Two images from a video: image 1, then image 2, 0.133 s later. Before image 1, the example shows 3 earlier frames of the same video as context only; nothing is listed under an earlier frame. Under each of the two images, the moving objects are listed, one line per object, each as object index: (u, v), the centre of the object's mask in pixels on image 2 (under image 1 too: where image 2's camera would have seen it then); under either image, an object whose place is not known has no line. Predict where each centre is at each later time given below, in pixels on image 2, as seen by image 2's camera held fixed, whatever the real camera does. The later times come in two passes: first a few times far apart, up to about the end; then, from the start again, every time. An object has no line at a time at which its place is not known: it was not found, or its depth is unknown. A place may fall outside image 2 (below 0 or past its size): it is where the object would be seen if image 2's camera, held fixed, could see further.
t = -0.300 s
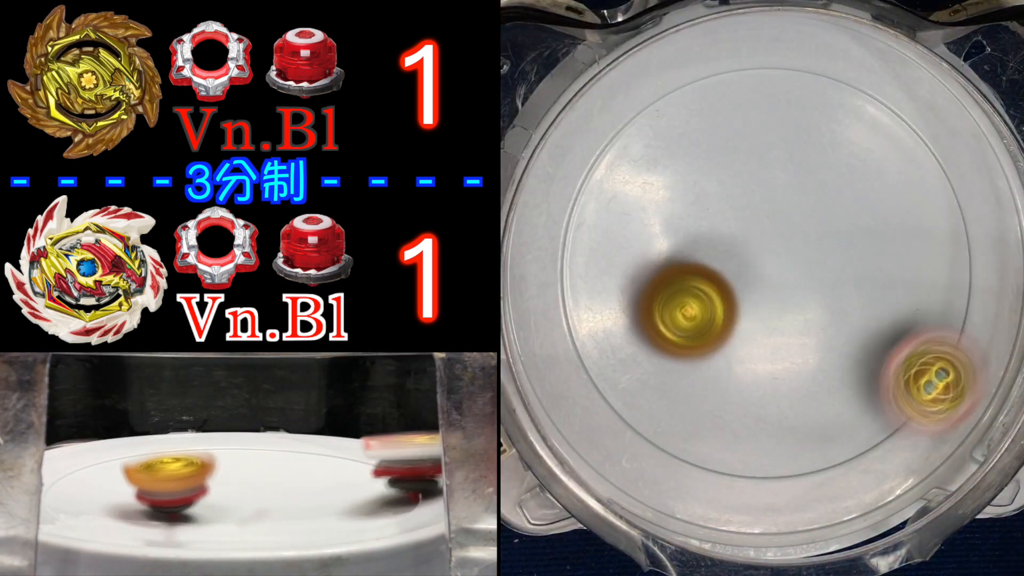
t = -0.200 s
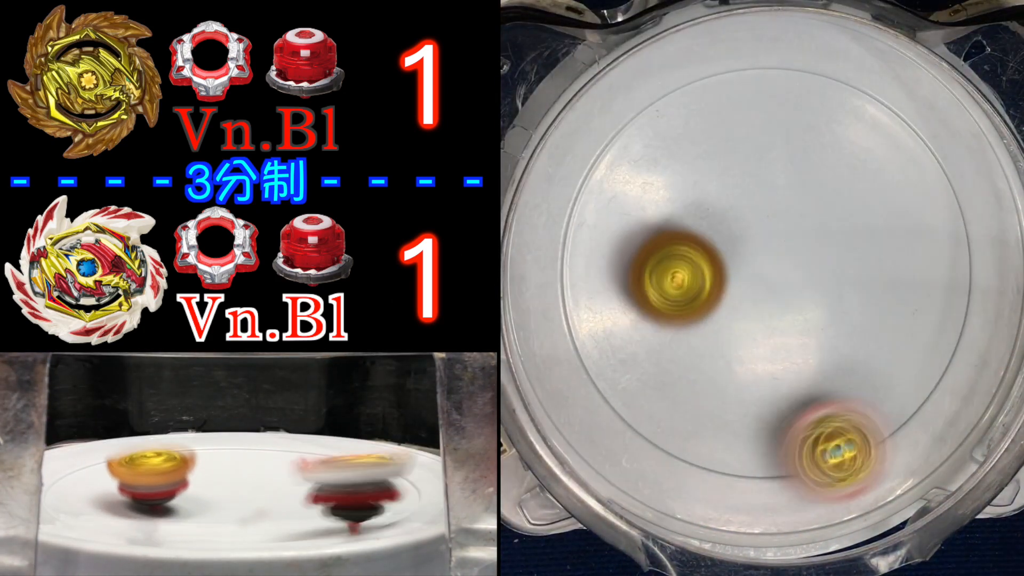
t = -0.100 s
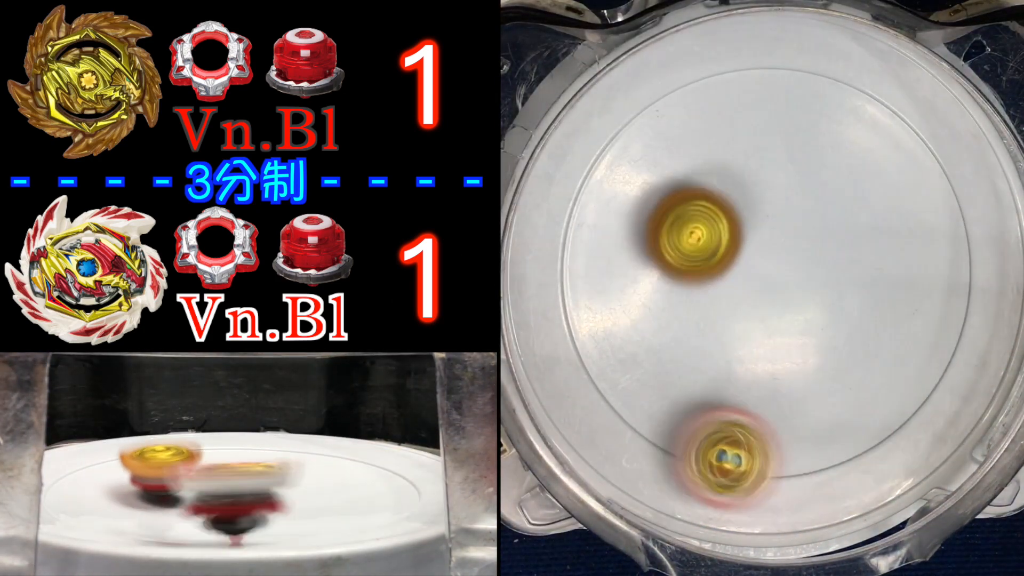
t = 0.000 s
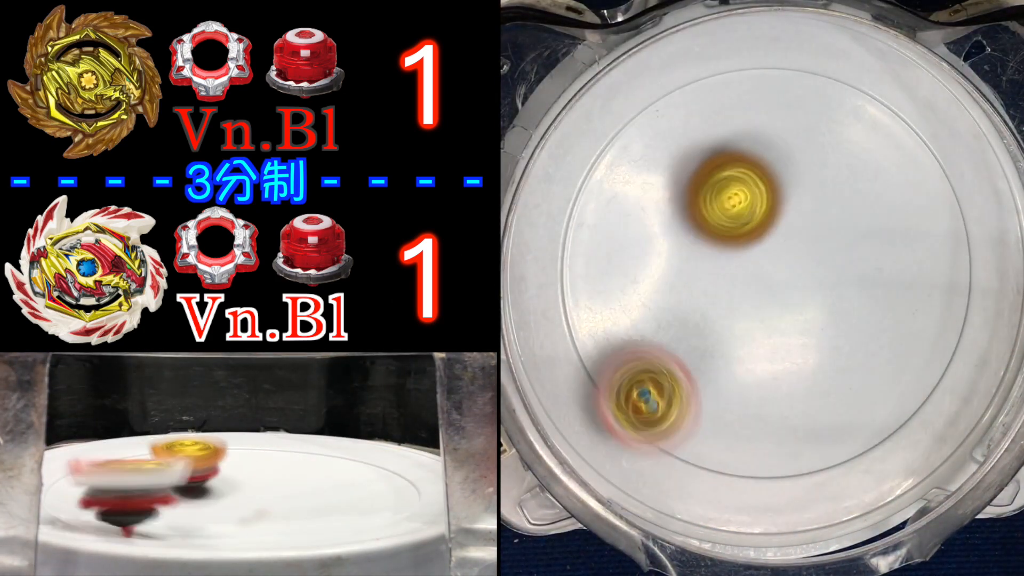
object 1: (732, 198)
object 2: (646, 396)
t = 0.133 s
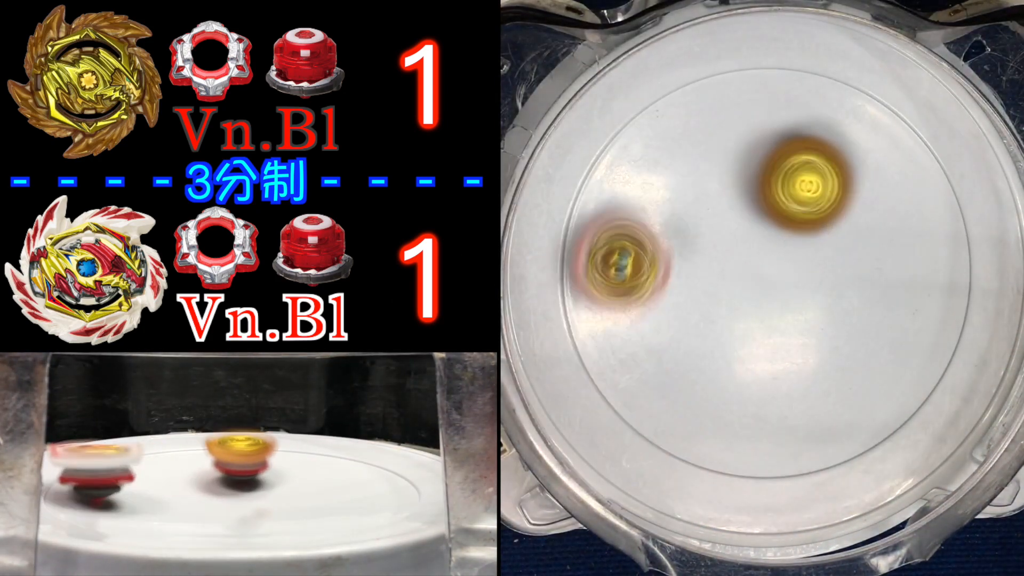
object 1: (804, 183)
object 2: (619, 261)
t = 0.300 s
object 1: (853, 239)
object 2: (727, 124)
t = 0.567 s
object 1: (768, 362)
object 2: (941, 180)
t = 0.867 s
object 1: (655, 270)
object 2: (806, 394)
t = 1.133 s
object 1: (784, 179)
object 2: (625, 286)
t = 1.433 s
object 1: (884, 324)
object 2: (748, 142)
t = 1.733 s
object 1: (702, 400)
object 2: (861, 276)
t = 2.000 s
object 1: (658, 207)
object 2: (749, 385)
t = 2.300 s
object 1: (894, 166)
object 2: (678, 276)
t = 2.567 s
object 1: (904, 388)
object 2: (778, 224)
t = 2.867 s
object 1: (615, 356)
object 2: (843, 293)
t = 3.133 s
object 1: (669, 99)
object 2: (776, 316)
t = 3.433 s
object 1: (918, 176)
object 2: (741, 261)
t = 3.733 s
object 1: (818, 428)
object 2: (783, 233)
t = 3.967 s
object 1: (627, 370)
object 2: (794, 267)
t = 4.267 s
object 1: (705, 152)
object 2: (761, 300)
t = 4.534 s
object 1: (895, 224)
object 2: (732, 288)
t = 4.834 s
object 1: (826, 403)
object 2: (763, 284)
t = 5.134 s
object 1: (664, 333)
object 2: (791, 273)
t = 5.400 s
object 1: (705, 205)
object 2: (819, 265)
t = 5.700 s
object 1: (753, 191)
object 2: (857, 296)
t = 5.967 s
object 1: (762, 214)
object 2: (833, 302)
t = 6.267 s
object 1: (719, 252)
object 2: (819, 318)
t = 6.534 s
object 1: (677, 274)
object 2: (795, 297)
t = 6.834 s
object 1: (678, 279)
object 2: (818, 263)
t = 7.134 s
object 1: (715, 323)
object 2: (856, 216)
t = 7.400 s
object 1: (738, 349)
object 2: (856, 209)
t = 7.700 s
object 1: (797, 345)
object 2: (749, 215)
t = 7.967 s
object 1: (826, 339)
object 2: (684, 226)
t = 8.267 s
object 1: (812, 266)
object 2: (702, 306)
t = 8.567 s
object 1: (773, 213)
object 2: (782, 344)
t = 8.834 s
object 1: (736, 225)
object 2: (836, 302)
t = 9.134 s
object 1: (724, 283)
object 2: (819, 229)
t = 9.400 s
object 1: (755, 324)
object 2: (755, 213)
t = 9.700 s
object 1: (808, 319)
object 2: (709, 272)
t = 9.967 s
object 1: (826, 264)
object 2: (729, 330)
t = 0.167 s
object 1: (820, 189)
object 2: (630, 227)
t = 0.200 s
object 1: (833, 197)
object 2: (649, 195)
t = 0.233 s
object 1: (843, 209)
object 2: (672, 167)
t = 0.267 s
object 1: (850, 223)
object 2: (699, 143)
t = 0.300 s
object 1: (853, 239)
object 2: (727, 124)
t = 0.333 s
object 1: (853, 257)
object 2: (759, 112)
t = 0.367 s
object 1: (850, 275)
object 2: (792, 104)
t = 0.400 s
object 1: (843, 294)
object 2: (825, 102)
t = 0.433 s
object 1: (833, 312)
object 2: (856, 106)
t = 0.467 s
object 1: (820, 329)
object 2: (885, 115)
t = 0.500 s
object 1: (805, 343)
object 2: (911, 130)
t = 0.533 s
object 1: (787, 354)
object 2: (930, 153)
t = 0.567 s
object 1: (768, 362)
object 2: (941, 180)
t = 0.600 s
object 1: (748, 366)
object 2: (946, 211)
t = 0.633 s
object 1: (729, 365)
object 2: (946, 242)
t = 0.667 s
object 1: (711, 361)
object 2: (940, 273)
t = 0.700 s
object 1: (695, 353)
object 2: (928, 304)
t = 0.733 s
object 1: (680, 341)
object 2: (911, 332)
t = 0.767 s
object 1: (668, 326)
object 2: (890, 355)
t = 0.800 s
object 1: (660, 309)
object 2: (865, 373)
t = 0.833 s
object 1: (655, 289)
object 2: (835, 387)
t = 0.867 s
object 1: (655, 270)
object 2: (806, 394)
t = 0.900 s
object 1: (659, 249)
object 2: (776, 396)
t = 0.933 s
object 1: (668, 231)
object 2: (746, 394)
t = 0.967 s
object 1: (681, 214)
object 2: (717, 384)
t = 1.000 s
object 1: (698, 200)
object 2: (691, 371)
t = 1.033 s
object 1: (717, 189)
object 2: (667, 353)
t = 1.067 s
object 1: (738, 182)
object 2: (648, 333)
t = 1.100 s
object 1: (761, 179)
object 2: (634, 310)
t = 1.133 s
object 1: (784, 179)
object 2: (625, 286)
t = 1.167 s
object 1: (806, 184)
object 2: (620, 261)
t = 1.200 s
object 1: (825, 192)
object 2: (622, 237)
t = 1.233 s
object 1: (845, 204)
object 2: (630, 214)
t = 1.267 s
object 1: (860, 218)
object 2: (642, 193)
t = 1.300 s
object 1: (872, 235)
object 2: (659, 176)
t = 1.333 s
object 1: (881, 255)
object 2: (679, 160)
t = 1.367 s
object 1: (886, 277)
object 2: (701, 150)
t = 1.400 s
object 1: (887, 301)
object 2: (724, 144)
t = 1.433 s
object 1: (884, 324)
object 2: (748, 142)
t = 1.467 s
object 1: (876, 347)
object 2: (771, 144)
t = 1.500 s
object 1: (863, 367)
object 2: (793, 151)
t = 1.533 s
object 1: (846, 386)
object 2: (815, 162)
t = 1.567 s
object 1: (826, 400)
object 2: (833, 177)
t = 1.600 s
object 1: (804, 411)
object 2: (847, 195)
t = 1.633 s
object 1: (778, 416)
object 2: (856, 214)
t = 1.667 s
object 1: (753, 416)
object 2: (861, 234)
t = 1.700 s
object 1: (726, 411)
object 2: (863, 255)
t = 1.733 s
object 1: (702, 400)
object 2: (861, 276)
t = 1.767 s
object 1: (680, 385)
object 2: (856, 298)
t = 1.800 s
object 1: (662, 365)
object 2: (847, 319)
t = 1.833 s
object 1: (648, 341)
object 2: (835, 338)
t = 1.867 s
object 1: (639, 315)
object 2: (820, 354)
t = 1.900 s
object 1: (635, 288)
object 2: (804, 366)
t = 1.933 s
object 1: (637, 259)
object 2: (786, 376)
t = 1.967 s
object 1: (645, 232)
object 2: (767, 382)
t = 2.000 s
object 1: (658, 207)
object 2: (749, 385)
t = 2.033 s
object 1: (677, 185)
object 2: (730, 384)
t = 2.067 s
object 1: (699, 165)
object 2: (713, 378)
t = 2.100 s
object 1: (724, 150)
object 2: (698, 369)
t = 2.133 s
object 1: (751, 139)
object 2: (687, 357)
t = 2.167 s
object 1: (781, 134)
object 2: (678, 343)
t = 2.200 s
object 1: (811, 134)
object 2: (673, 326)
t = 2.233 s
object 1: (841, 140)
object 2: (672, 309)
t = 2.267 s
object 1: (870, 149)
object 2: (673, 292)
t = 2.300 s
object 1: (894, 166)
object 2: (678, 276)
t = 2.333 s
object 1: (916, 186)
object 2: (687, 262)
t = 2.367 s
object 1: (932, 211)
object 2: (697, 249)
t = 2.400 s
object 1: (943, 239)
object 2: (709, 239)
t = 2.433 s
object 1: (949, 269)
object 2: (722, 232)
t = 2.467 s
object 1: (948, 301)
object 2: (736, 226)
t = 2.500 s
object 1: (940, 332)
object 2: (751, 223)
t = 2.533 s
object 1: (925, 361)
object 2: (764, 223)
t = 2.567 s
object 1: (904, 388)
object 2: (778, 224)
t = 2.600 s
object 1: (878, 411)
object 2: (791, 228)
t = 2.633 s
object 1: (847, 428)
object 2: (804, 233)
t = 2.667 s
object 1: (811, 438)
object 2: (814, 239)
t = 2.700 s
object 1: (774, 441)
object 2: (824, 248)
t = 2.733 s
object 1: (736, 438)
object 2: (832, 256)
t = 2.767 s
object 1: (700, 427)
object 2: (838, 265)
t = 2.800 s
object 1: (668, 409)
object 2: (842, 275)
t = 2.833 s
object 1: (639, 384)
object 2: (843, 284)
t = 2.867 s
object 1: (615, 356)
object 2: (843, 293)
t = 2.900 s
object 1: (598, 321)
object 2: (840, 301)
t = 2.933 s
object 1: (589, 284)
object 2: (835, 307)
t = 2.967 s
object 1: (586, 248)
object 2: (828, 312)
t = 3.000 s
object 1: (591, 212)
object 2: (819, 316)
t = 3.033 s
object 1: (602, 178)
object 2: (810, 319)
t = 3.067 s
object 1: (620, 147)
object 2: (798, 319)
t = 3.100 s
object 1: (641, 121)
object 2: (788, 318)
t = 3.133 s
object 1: (669, 99)
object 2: (776, 316)
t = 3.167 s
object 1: (699, 84)
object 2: (766, 313)
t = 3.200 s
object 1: (729, 76)
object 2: (758, 309)
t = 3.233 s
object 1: (760, 74)
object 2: (750, 303)
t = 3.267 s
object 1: (792, 78)
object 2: (745, 297)
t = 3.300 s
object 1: (822, 87)
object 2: (741, 290)
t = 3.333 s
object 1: (850, 102)
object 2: (739, 284)
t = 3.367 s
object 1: (876, 123)
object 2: (738, 276)
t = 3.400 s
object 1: (900, 147)
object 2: (739, 269)
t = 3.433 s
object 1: (918, 176)
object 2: (741, 261)
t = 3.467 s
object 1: (929, 208)
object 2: (744, 254)
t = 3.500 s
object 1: (934, 240)
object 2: (748, 248)
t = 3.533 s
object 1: (934, 275)
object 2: (753, 242)
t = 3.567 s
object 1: (927, 309)
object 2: (758, 237)
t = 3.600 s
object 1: (915, 341)
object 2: (763, 234)
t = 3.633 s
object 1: (896, 369)
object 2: (769, 232)
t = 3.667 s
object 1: (873, 394)
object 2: (774, 231)
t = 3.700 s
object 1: (846, 415)
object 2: (779, 231)
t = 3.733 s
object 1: (818, 428)
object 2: (783, 233)
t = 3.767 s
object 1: (788, 437)
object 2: (786, 236)
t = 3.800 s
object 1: (755, 439)
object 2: (790, 240)
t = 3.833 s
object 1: (723, 436)
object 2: (793, 245)
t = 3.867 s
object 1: (695, 428)
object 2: (794, 250)
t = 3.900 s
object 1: (669, 413)
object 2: (795, 256)
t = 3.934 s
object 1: (645, 394)
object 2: (795, 261)
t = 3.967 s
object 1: (627, 370)
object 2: (794, 267)
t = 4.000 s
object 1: (614, 344)
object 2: (793, 273)
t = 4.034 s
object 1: (606, 314)
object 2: (791, 278)
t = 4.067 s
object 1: (603, 284)
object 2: (788, 282)
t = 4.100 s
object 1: (607, 255)
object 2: (785, 286)
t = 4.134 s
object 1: (617, 228)
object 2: (781, 289)
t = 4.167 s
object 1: (634, 203)
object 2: (777, 292)
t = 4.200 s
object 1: (654, 182)
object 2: (772, 295)
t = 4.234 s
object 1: (678, 165)
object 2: (767, 298)
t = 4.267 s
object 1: (705, 152)
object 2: (761, 300)
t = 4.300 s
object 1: (732, 145)
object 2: (755, 301)
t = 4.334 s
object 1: (761, 143)
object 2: (750, 301)
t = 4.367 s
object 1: (789, 145)
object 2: (745, 300)
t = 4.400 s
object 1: (816, 153)
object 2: (740, 298)
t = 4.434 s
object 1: (841, 166)
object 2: (736, 296)
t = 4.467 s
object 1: (863, 183)
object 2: (733, 294)
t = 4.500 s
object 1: (881, 201)
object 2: (732, 291)
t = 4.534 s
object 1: (895, 224)
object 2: (732, 288)
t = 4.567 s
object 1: (905, 247)
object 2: (733, 285)
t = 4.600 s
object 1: (910, 272)
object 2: (735, 282)
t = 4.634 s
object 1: (910, 297)
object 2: (738, 280)
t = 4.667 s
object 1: (906, 321)
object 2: (741, 279)
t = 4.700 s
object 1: (897, 344)
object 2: (746, 278)
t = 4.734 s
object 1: (883, 363)
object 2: (750, 278)
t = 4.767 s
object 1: (867, 381)
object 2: (754, 279)
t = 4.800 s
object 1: (848, 394)
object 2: (759, 281)
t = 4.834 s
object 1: (826, 403)
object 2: (763, 284)
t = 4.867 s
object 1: (804, 407)
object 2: (766, 288)
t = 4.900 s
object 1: (781, 406)
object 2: (770, 291)
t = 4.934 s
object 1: (757, 401)
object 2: (773, 294)
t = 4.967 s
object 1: (736, 393)
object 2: (775, 296)
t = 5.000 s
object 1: (714, 388)
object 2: (778, 291)
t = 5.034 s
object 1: (698, 379)
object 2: (782, 286)
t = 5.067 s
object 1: (683, 367)
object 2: (785, 281)
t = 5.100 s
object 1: (672, 351)
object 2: (788, 277)
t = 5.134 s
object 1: (664, 333)
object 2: (791, 273)
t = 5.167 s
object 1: (661, 315)
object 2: (793, 270)
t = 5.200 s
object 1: (662, 295)
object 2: (795, 267)
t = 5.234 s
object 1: (665, 276)
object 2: (797, 264)
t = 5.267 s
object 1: (672, 258)
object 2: (798, 263)
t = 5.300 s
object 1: (682, 241)
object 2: (799, 261)
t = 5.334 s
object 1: (695, 228)
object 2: (800, 261)
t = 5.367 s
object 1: (706, 216)
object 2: (801, 260)
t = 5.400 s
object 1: (705, 205)
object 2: (819, 265)
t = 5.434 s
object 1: (707, 197)
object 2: (834, 269)
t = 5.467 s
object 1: (712, 192)
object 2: (845, 273)
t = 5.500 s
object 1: (717, 188)
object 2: (854, 278)
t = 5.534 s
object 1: (723, 185)
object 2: (859, 282)
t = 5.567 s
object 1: (730, 184)
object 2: (863, 287)
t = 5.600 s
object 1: (737, 184)
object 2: (864, 290)
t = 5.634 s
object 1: (743, 185)
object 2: (863, 293)
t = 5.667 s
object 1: (748, 188)
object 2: (860, 295)
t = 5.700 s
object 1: (753, 191)
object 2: (857, 296)
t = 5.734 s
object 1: (757, 194)
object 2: (852, 297)
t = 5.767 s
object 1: (761, 199)
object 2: (847, 296)
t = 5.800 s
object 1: (765, 204)
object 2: (841, 295)
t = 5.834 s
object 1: (769, 209)
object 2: (835, 294)
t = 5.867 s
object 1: (767, 211)
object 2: (834, 296)
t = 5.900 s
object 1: (766, 213)
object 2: (833, 298)
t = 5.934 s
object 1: (766, 215)
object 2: (831, 298)
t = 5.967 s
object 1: (762, 214)
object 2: (833, 302)
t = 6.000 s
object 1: (759, 215)
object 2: (835, 307)
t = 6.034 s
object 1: (757, 218)
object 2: (834, 310)
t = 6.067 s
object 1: (755, 222)
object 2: (833, 312)
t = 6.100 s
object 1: (752, 226)
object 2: (830, 314)
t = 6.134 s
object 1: (748, 233)
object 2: (826, 314)
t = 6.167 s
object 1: (745, 240)
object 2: (821, 314)
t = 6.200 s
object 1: (739, 246)
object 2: (818, 314)
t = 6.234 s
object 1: (729, 249)
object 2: (819, 317)
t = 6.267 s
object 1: (719, 252)
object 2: (819, 318)
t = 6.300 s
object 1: (711, 255)
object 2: (817, 317)
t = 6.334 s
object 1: (703, 258)
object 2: (815, 316)
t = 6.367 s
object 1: (696, 262)
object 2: (812, 314)
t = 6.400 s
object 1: (690, 266)
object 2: (809, 312)
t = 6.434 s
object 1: (685, 269)
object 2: (806, 309)
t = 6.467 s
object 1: (681, 271)
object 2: (802, 305)
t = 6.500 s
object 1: (679, 273)
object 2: (798, 301)
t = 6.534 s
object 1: (677, 274)
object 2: (795, 297)
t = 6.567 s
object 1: (678, 275)
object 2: (793, 294)
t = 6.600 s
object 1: (680, 275)
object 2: (790, 290)
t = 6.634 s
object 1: (684, 275)
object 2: (788, 286)
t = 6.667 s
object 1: (684, 275)
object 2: (789, 282)
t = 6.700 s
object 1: (678, 277)
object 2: (799, 276)
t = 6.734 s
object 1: (676, 278)
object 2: (808, 270)
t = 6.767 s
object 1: (674, 279)
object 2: (813, 267)
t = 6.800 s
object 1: (676, 279)
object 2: (816, 265)
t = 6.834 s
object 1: (678, 279)
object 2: (818, 263)
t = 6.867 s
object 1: (683, 280)
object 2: (820, 260)
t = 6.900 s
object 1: (688, 280)
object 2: (821, 258)
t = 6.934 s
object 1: (695, 282)
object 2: (822, 256)
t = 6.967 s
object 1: (703, 284)
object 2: (822, 254)
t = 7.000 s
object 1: (711, 287)
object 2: (821, 252)
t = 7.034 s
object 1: (720, 290)
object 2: (820, 251)
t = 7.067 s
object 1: (718, 302)
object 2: (831, 238)
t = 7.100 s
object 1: (716, 313)
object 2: (845, 226)
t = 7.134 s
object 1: (715, 323)
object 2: (856, 216)
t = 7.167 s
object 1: (716, 330)
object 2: (863, 211)
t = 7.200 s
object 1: (718, 337)
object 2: (867, 208)
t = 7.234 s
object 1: (719, 342)
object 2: (869, 207)
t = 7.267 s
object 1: (722, 345)
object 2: (869, 206)
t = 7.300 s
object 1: (725, 347)
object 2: (868, 206)
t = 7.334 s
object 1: (729, 348)
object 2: (866, 207)
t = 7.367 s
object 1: (733, 349)
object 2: (862, 208)
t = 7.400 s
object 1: (738, 349)
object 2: (856, 209)
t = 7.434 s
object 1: (743, 348)
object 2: (847, 211)
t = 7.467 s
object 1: (749, 347)
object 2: (838, 213)
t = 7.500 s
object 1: (755, 345)
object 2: (828, 216)
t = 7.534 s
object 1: (761, 342)
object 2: (817, 219)
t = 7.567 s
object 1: (767, 339)
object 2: (805, 222)
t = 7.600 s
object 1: (774, 335)
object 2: (792, 225)
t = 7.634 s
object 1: (780, 332)
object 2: (779, 228)
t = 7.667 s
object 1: (789, 339)
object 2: (763, 220)
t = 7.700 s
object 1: (797, 345)
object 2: (749, 215)
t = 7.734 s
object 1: (804, 348)
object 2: (737, 212)
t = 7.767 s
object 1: (810, 350)
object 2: (725, 210)
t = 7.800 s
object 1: (814, 350)
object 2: (715, 210)
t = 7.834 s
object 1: (818, 350)
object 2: (707, 211)
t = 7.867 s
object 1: (821, 349)
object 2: (699, 213)
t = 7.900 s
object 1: (823, 347)
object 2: (693, 216)
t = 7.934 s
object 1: (825, 343)
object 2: (688, 221)
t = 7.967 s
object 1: (826, 339)
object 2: (684, 226)
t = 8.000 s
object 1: (827, 334)
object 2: (681, 233)
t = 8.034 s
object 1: (827, 328)
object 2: (680, 242)
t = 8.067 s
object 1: (827, 320)
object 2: (680, 251)
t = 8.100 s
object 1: (826, 313)
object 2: (682, 261)
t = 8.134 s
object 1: (824, 305)
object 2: (684, 270)
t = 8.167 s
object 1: (822, 296)
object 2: (687, 279)
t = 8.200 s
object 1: (819, 286)
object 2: (691, 289)
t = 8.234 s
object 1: (815, 276)
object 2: (696, 297)
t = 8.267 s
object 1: (812, 266)
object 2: (702, 306)
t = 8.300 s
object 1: (809, 258)
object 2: (708, 314)
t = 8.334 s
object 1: (806, 249)
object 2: (715, 321)
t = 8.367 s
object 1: (802, 242)
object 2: (723, 328)
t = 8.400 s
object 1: (797, 235)
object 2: (732, 333)
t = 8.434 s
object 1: (793, 229)
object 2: (742, 337)
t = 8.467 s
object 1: (788, 223)
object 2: (753, 341)
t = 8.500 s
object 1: (783, 219)
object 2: (763, 343)
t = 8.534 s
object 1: (778, 216)
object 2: (773, 345)
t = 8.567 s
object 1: (773, 213)
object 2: (782, 344)
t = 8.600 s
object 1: (768, 212)
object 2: (791, 343)
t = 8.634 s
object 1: (763, 211)
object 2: (800, 340)
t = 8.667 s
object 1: (758, 211)
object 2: (809, 336)
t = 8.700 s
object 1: (753, 213)
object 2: (816, 331)
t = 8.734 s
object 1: (748, 215)
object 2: (822, 325)
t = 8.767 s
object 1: (744, 217)
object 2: (828, 318)
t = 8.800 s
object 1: (740, 221)
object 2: (833, 310)
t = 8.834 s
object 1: (736, 225)
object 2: (836, 302)
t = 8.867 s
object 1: (733, 230)
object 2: (839, 294)
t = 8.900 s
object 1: (729, 236)
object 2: (839, 285)
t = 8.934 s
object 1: (726, 242)
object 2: (840, 275)
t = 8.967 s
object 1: (724, 249)
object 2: (839, 266)
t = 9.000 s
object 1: (723, 255)
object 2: (837, 257)
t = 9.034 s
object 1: (723, 262)
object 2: (834, 249)
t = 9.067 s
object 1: (722, 269)
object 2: (830, 242)
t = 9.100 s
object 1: (723, 276)
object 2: (824, 235)
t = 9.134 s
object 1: (724, 283)
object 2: (819, 229)
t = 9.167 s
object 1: (726, 289)
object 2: (811, 223)
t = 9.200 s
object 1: (729, 295)
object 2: (804, 219)
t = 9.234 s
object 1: (732, 302)
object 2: (796, 214)
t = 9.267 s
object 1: (736, 308)
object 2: (788, 211)
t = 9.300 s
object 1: (740, 313)
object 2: (780, 209)
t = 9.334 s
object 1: (744, 318)
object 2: (772, 209)
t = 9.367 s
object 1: (749, 321)
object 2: (764, 210)
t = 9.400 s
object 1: (755, 324)
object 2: (755, 213)
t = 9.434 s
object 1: (760, 326)
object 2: (748, 216)
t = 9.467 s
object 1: (765, 328)
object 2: (741, 222)
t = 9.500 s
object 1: (771, 328)
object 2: (735, 228)
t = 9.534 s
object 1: (776, 328)
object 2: (729, 235)
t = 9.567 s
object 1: (783, 327)
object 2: (723, 241)
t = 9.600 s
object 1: (790, 327)
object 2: (717, 247)
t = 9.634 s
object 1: (796, 325)
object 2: (713, 255)
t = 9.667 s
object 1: (802, 322)
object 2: (710, 263)
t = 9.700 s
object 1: (808, 319)
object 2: (709, 272)
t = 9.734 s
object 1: (812, 316)
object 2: (708, 280)
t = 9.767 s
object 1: (815, 311)
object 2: (709, 288)
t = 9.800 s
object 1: (818, 305)
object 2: (711, 296)
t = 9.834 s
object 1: (820, 298)
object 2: (714, 303)
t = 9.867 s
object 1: (821, 291)
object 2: (719, 310)
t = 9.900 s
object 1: (824, 282)
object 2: (720, 318)
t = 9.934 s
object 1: (826, 273)
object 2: (724, 325)
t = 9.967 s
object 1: (826, 264)
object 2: (729, 330)
